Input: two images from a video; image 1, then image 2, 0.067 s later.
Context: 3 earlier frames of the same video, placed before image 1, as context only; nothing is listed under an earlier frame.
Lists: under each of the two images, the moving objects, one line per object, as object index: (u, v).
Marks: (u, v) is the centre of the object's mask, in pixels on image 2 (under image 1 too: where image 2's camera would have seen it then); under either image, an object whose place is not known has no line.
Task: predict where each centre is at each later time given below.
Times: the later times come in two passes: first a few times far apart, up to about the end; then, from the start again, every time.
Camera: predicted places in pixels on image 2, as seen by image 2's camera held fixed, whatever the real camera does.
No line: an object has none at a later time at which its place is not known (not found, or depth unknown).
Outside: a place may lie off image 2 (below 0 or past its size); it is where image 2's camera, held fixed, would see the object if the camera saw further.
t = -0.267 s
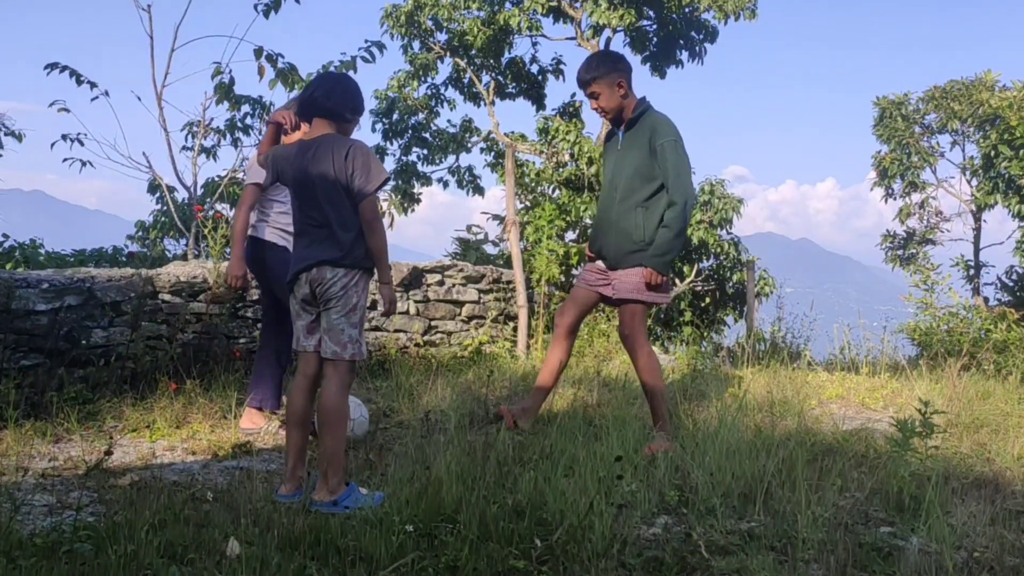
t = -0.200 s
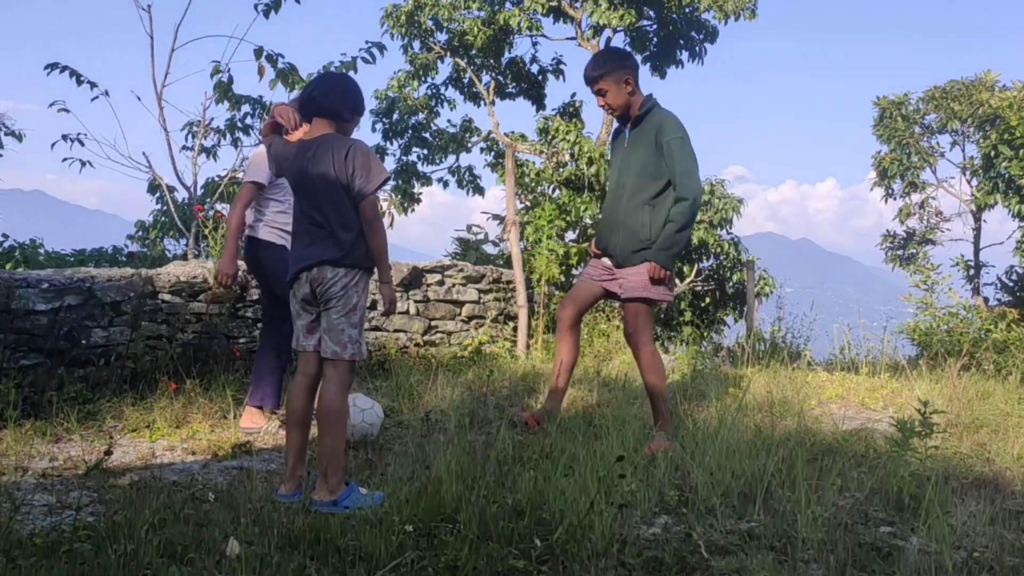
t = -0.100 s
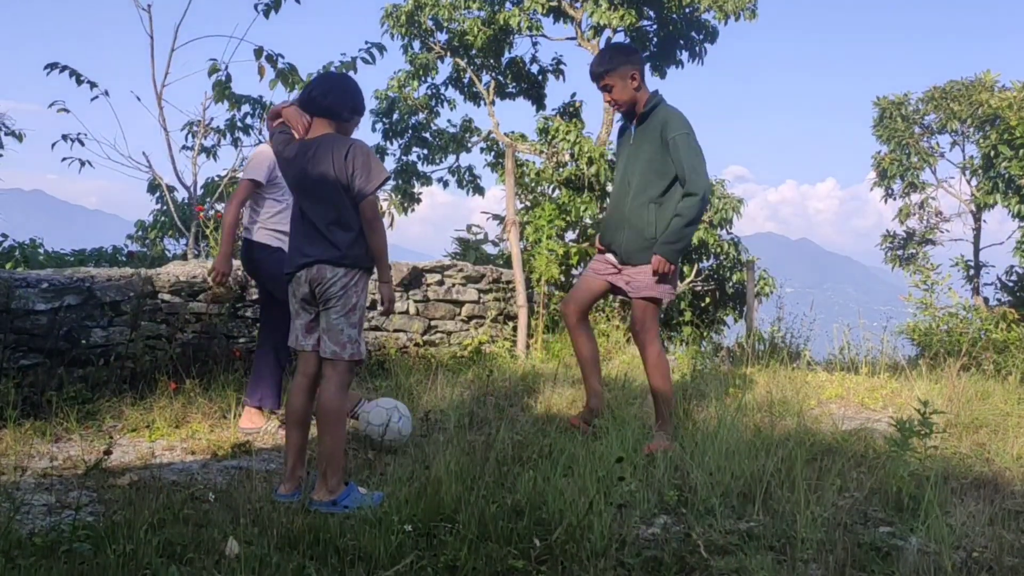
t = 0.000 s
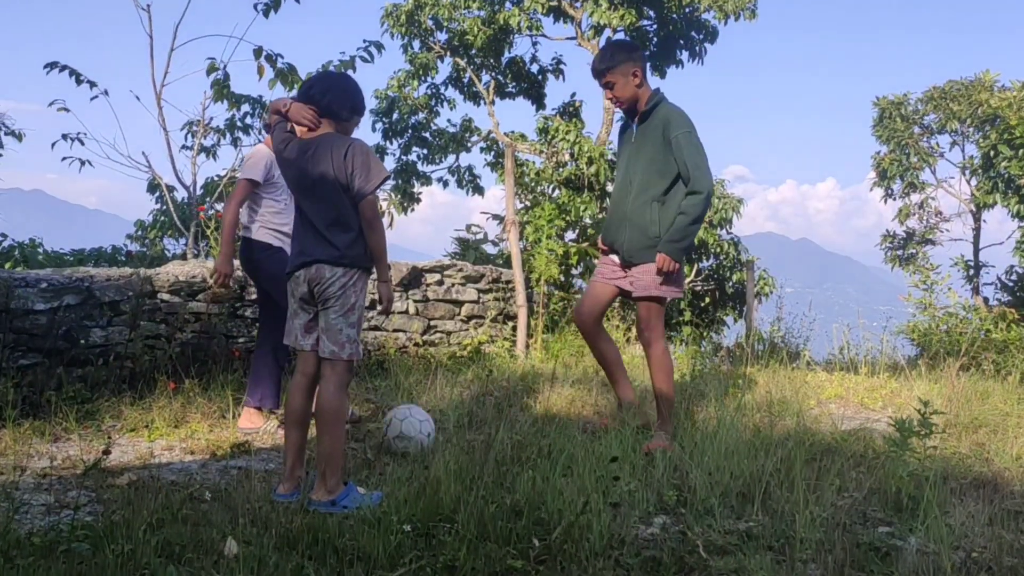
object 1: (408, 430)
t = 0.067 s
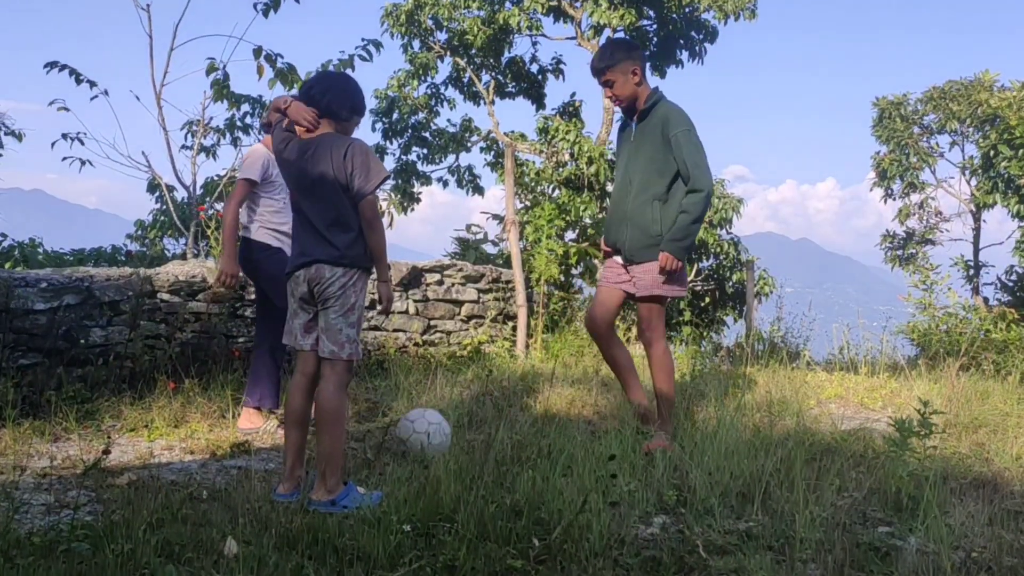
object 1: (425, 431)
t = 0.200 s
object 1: (452, 436)
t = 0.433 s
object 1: (491, 443)
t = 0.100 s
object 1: (432, 433)
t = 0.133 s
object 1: (439, 434)
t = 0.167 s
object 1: (446, 436)
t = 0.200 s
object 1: (452, 436)
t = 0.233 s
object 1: (458, 436)
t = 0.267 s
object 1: (463, 438)
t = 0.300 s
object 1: (470, 439)
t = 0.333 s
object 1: (476, 440)
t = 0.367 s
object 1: (482, 443)
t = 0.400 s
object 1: (487, 443)
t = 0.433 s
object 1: (491, 443)
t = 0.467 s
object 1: (494, 443)
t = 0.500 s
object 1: (497, 445)
